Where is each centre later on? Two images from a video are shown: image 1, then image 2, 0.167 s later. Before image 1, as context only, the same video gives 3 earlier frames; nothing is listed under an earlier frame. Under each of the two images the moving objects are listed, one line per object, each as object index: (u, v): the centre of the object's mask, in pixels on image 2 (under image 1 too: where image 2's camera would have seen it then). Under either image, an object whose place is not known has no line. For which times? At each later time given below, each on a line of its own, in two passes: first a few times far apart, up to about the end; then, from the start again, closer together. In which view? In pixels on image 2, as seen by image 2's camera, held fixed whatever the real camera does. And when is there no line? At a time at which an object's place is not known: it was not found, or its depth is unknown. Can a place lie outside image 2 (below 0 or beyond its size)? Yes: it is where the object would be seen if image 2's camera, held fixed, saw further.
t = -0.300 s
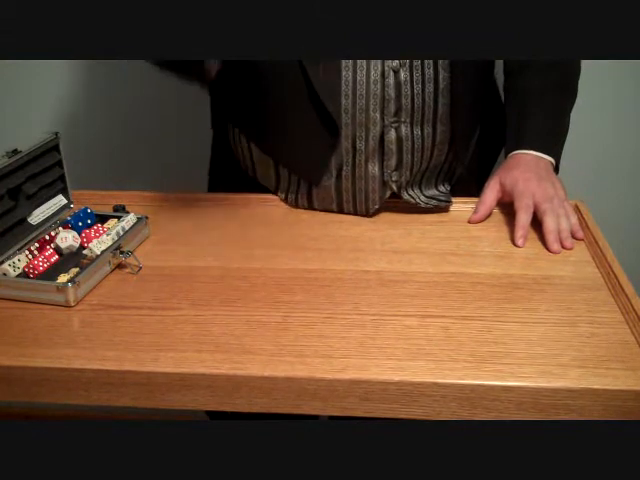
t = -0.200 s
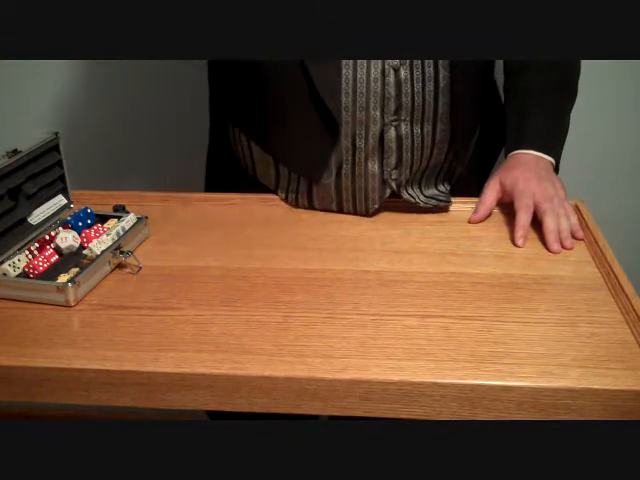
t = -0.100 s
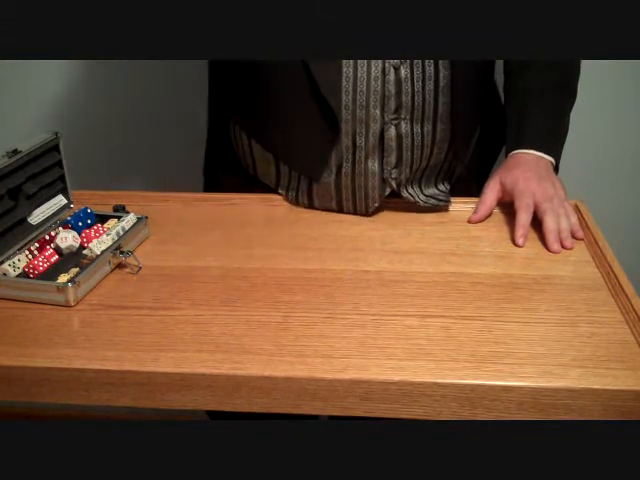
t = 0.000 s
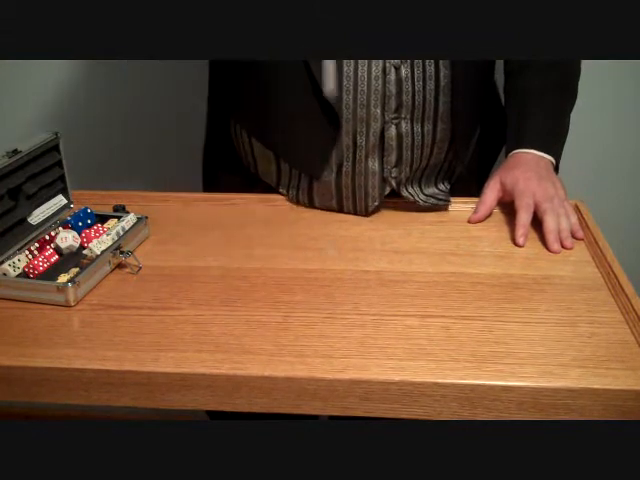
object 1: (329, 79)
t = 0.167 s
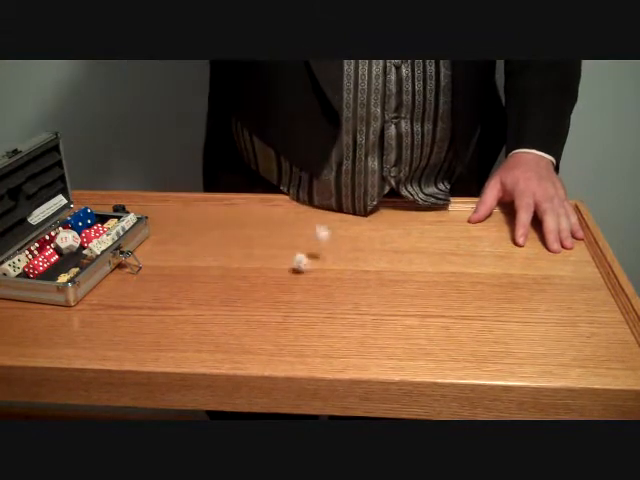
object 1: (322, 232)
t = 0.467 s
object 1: (270, 280)
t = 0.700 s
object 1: (244, 289)
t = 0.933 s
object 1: (232, 291)
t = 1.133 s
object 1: (233, 289)
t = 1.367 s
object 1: (233, 290)
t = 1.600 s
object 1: (233, 290)
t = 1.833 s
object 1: (233, 290)
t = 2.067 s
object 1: (233, 290)
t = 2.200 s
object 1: (233, 290)
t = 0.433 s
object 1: (274, 278)
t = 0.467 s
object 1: (270, 280)
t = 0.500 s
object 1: (266, 281)
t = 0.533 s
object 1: (262, 284)
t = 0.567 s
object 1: (256, 284)
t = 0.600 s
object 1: (249, 285)
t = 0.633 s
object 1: (246, 287)
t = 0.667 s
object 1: (245, 288)
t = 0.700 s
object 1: (244, 289)
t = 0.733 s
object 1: (242, 291)
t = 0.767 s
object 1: (241, 291)
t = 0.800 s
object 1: (240, 291)
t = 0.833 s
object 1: (237, 292)
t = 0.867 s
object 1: (236, 292)
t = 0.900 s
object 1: (233, 292)
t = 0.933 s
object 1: (232, 291)
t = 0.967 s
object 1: (230, 291)
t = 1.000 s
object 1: (231, 291)
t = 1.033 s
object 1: (231, 290)
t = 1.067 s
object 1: (232, 289)
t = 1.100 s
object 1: (233, 289)
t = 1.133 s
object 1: (233, 289)
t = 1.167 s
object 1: (233, 290)
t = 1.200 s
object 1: (232, 290)
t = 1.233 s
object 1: (233, 290)
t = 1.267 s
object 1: (233, 290)
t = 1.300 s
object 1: (233, 290)
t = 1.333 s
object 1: (233, 290)
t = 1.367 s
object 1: (233, 290)
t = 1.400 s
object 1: (233, 290)
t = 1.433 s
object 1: (233, 290)
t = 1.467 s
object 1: (233, 290)
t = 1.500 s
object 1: (233, 290)
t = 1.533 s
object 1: (233, 290)
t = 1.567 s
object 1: (233, 290)
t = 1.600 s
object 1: (233, 290)
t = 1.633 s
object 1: (233, 290)
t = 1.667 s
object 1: (233, 290)
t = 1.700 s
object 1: (233, 290)
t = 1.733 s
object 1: (233, 290)
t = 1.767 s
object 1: (233, 290)
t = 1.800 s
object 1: (233, 290)
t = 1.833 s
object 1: (233, 290)
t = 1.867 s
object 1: (233, 290)
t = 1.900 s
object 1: (233, 290)
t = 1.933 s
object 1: (233, 290)
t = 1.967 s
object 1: (233, 290)
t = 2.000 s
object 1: (233, 290)
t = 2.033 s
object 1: (233, 290)
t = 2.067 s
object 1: (233, 290)
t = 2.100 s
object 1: (233, 290)
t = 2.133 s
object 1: (233, 290)
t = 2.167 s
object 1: (233, 290)
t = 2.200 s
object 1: (233, 290)
